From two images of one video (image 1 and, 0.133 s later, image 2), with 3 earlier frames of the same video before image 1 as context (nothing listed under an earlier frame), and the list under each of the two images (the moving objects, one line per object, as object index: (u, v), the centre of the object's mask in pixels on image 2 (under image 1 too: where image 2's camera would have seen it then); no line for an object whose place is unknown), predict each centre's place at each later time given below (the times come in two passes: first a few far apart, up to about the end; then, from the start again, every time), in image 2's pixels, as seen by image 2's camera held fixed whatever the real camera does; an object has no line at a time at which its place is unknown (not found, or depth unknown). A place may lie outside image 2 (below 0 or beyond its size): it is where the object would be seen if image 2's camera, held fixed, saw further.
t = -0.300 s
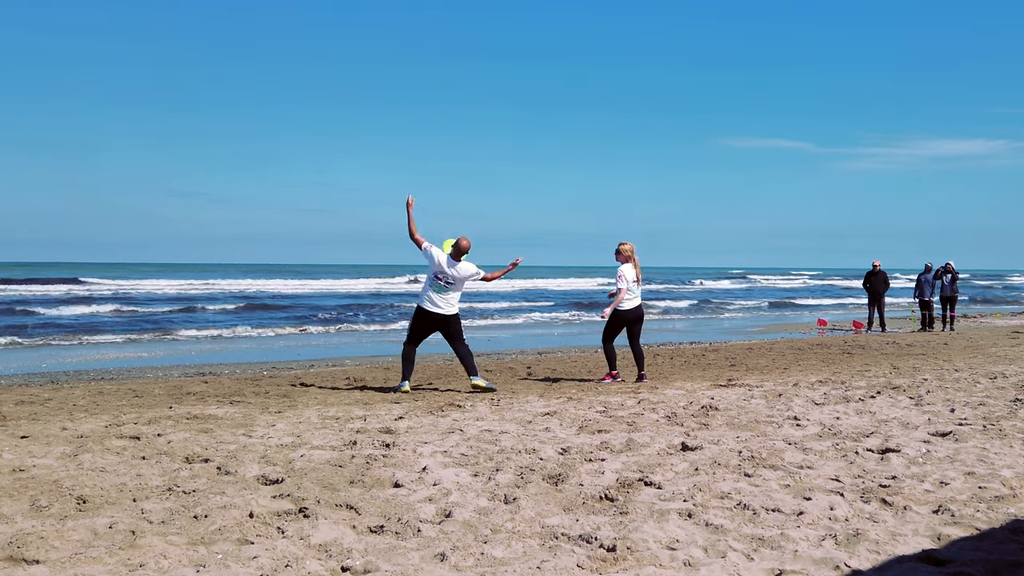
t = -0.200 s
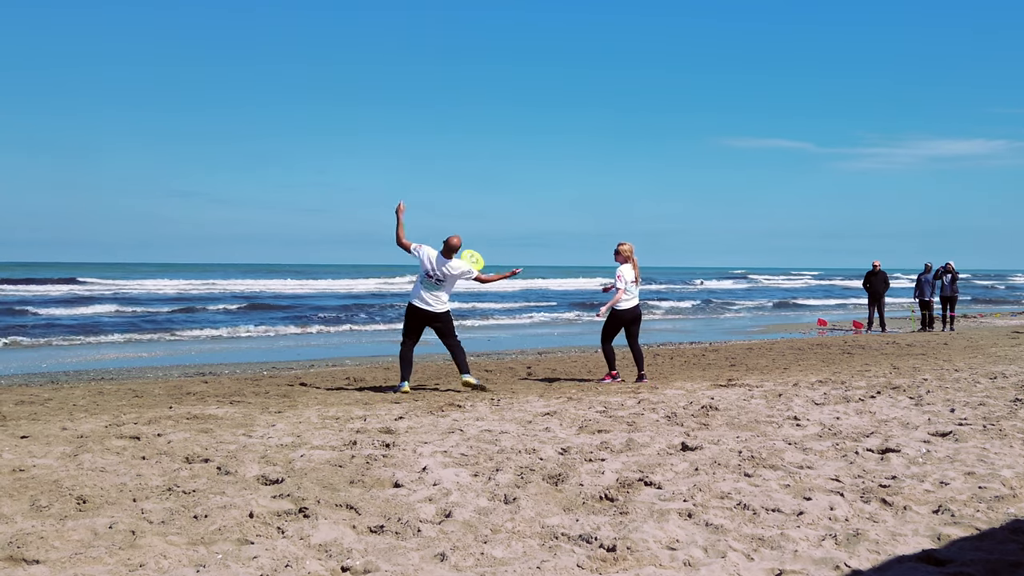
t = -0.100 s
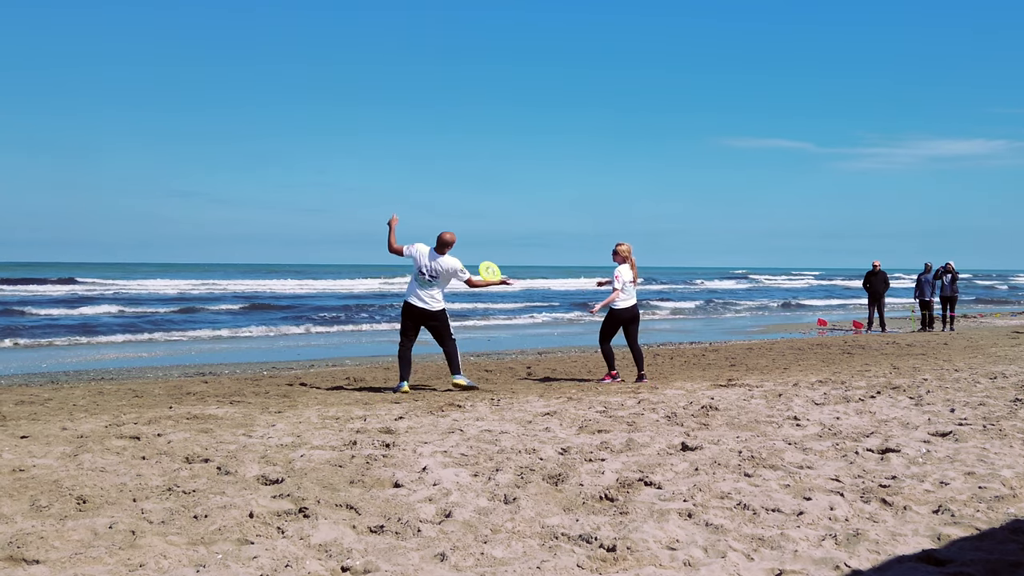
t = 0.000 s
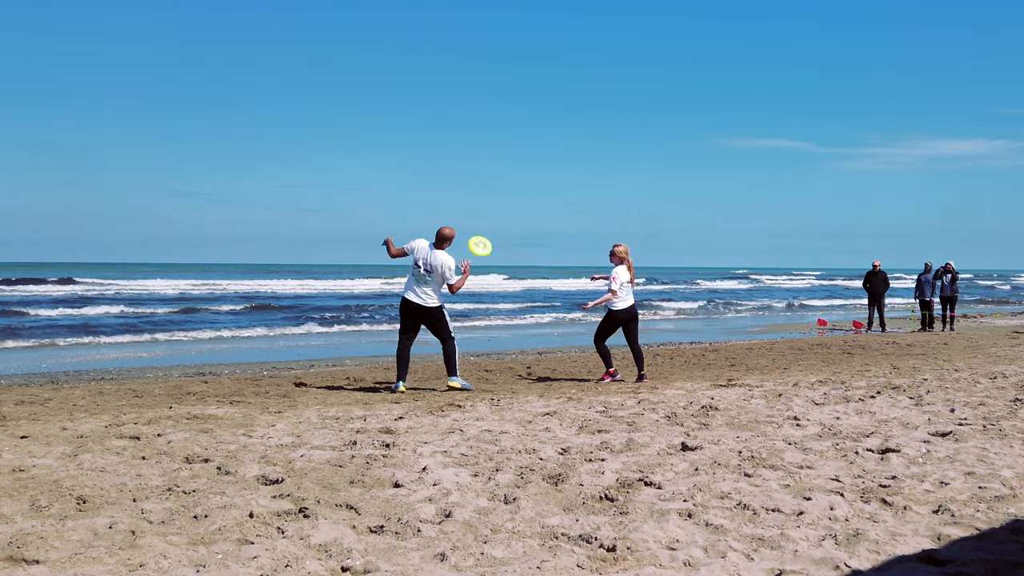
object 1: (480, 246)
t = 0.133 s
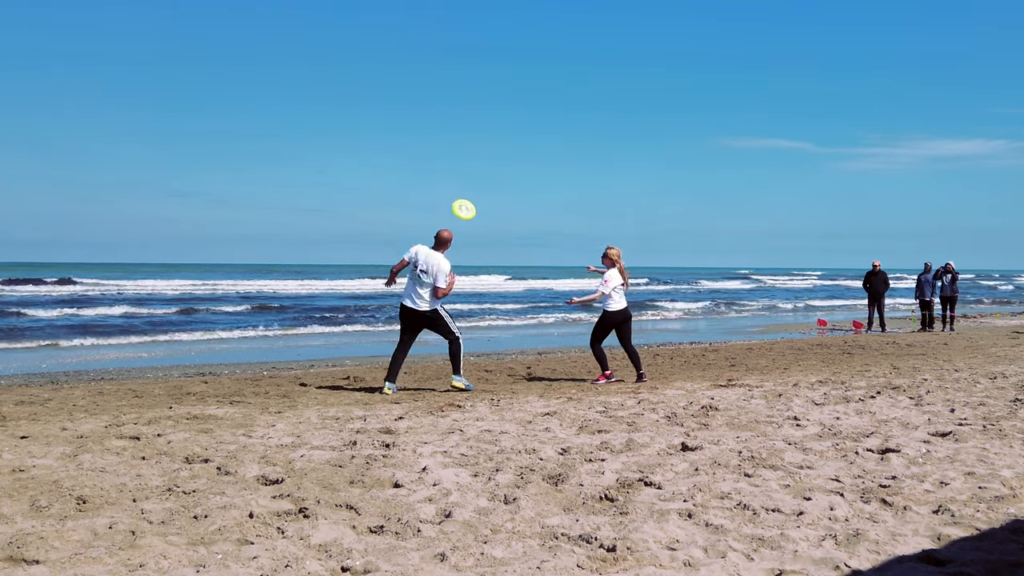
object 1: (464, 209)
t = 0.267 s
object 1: (451, 185)
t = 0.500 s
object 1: (433, 174)
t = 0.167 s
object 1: (460, 202)
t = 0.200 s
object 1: (457, 195)
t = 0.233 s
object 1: (454, 190)
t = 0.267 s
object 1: (451, 185)
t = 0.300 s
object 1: (448, 181)
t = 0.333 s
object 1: (445, 177)
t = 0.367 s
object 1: (442, 175)
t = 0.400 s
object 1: (440, 174)
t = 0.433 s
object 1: (437, 173)
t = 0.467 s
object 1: (435, 173)
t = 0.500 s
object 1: (433, 174)
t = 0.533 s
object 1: (430, 175)
